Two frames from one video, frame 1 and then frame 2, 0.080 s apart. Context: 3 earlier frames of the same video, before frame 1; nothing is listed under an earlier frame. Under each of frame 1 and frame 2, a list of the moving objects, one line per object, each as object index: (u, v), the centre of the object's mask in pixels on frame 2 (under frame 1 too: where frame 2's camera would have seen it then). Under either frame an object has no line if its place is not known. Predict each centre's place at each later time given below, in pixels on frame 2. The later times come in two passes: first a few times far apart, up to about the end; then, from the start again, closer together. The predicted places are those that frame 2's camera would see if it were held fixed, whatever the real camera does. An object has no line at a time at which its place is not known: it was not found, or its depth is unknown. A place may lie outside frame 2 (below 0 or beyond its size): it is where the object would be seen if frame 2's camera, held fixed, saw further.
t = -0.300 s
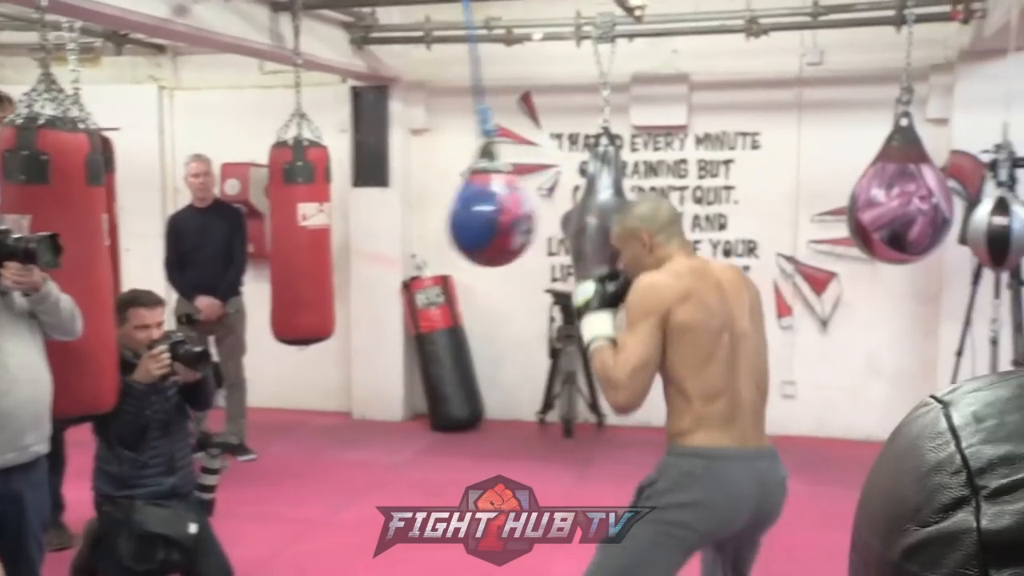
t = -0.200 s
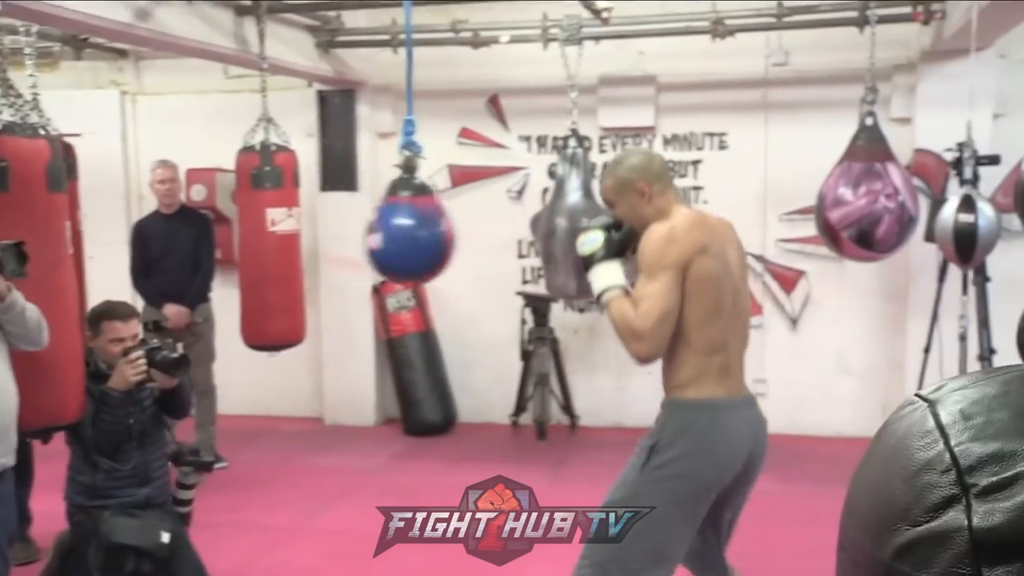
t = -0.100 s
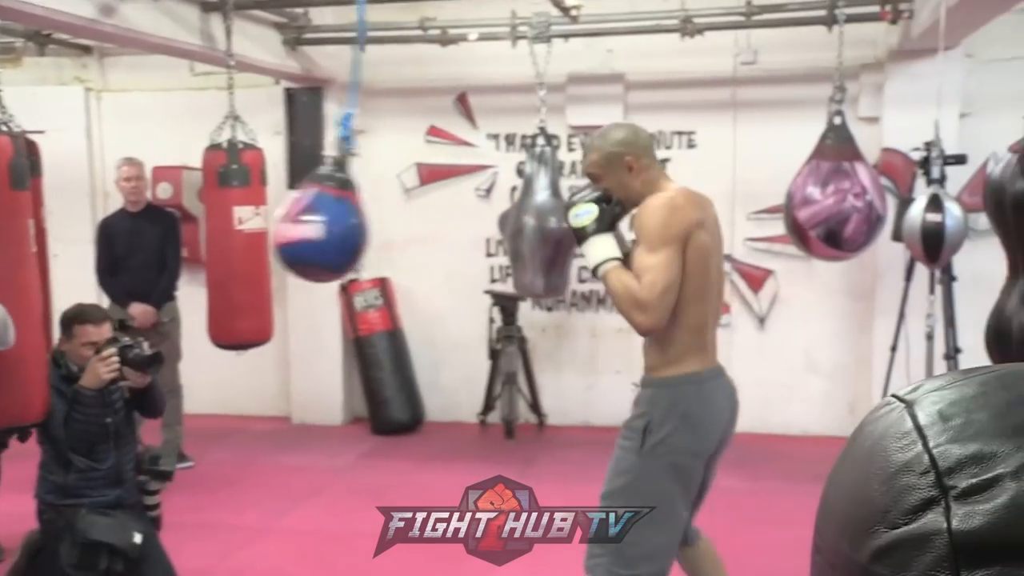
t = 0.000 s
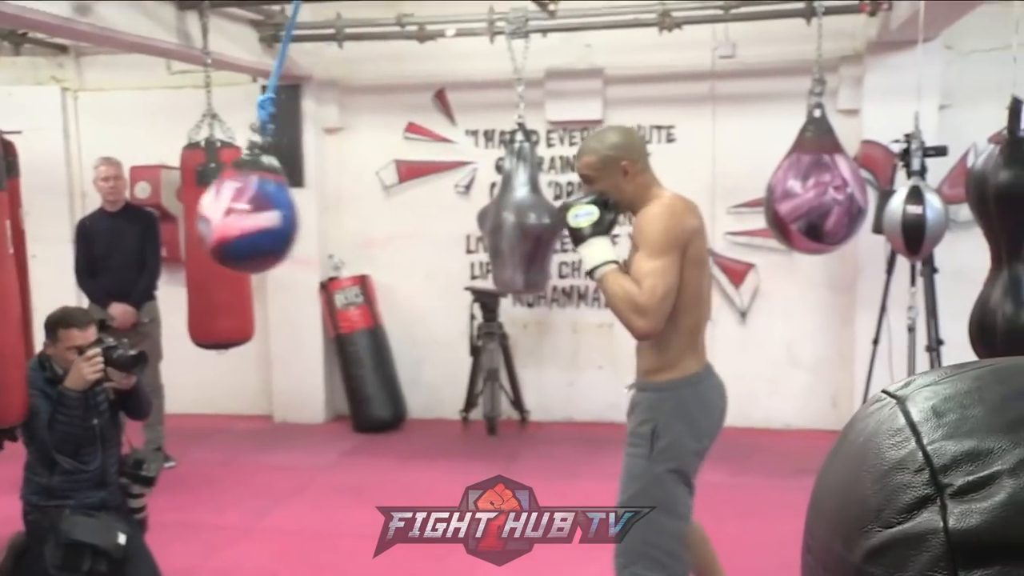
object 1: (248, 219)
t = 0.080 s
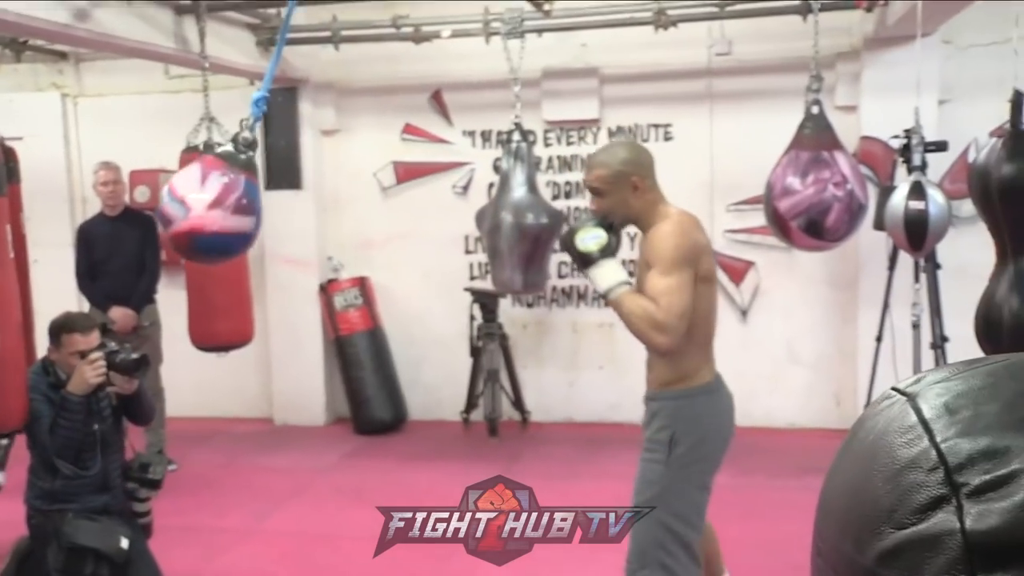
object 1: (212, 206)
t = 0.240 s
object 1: (171, 189)
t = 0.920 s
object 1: (438, 220)
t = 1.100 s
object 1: (491, 191)
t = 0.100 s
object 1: (205, 203)
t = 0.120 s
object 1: (198, 201)
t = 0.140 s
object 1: (192, 199)
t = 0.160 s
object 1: (186, 196)
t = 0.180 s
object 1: (181, 195)
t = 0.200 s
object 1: (177, 192)
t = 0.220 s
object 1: (174, 191)
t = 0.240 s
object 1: (171, 189)
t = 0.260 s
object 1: (169, 188)
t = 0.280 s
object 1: (168, 188)
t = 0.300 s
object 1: (168, 188)
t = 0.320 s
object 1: (169, 188)
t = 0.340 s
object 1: (170, 188)
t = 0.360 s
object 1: (173, 189)
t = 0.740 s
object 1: (347, 225)
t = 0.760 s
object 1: (358, 225)
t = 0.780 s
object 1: (368, 225)
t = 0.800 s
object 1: (379, 224)
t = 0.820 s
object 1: (389, 223)
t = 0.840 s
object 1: (399, 222)
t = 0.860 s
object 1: (409, 221)
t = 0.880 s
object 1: (419, 219)
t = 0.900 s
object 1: (429, 222)
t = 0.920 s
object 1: (438, 220)
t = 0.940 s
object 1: (447, 218)
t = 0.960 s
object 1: (455, 216)
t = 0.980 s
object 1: (462, 213)
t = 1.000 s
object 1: (467, 206)
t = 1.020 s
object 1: (475, 208)
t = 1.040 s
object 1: (480, 205)
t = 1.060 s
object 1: (484, 203)
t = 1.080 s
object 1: (486, 193)
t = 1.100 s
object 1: (491, 191)
